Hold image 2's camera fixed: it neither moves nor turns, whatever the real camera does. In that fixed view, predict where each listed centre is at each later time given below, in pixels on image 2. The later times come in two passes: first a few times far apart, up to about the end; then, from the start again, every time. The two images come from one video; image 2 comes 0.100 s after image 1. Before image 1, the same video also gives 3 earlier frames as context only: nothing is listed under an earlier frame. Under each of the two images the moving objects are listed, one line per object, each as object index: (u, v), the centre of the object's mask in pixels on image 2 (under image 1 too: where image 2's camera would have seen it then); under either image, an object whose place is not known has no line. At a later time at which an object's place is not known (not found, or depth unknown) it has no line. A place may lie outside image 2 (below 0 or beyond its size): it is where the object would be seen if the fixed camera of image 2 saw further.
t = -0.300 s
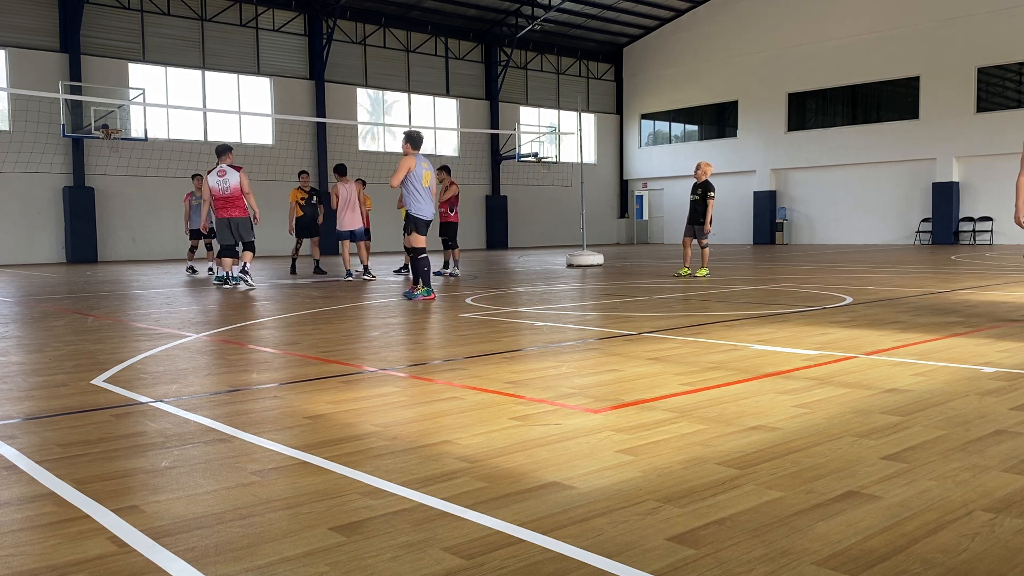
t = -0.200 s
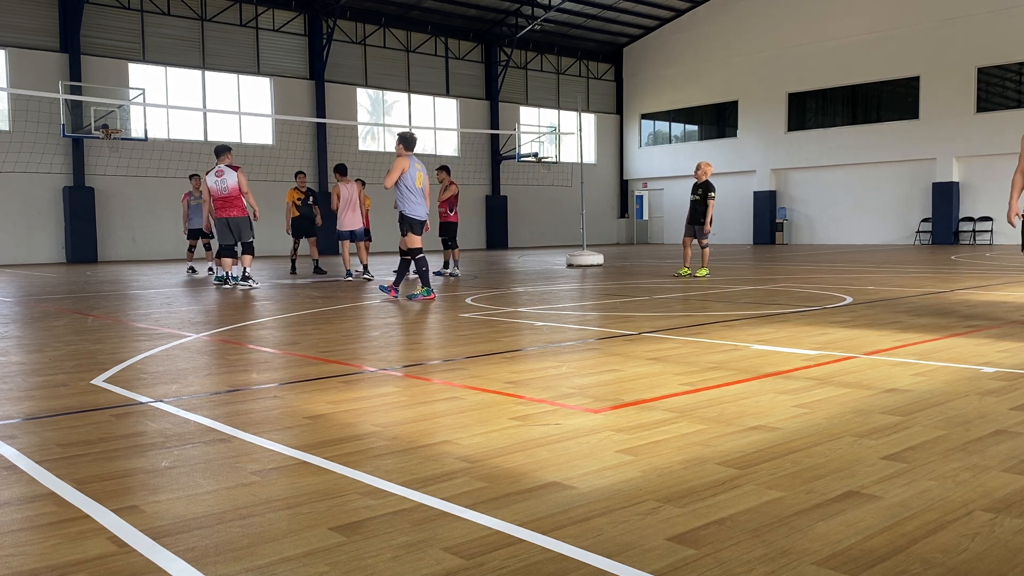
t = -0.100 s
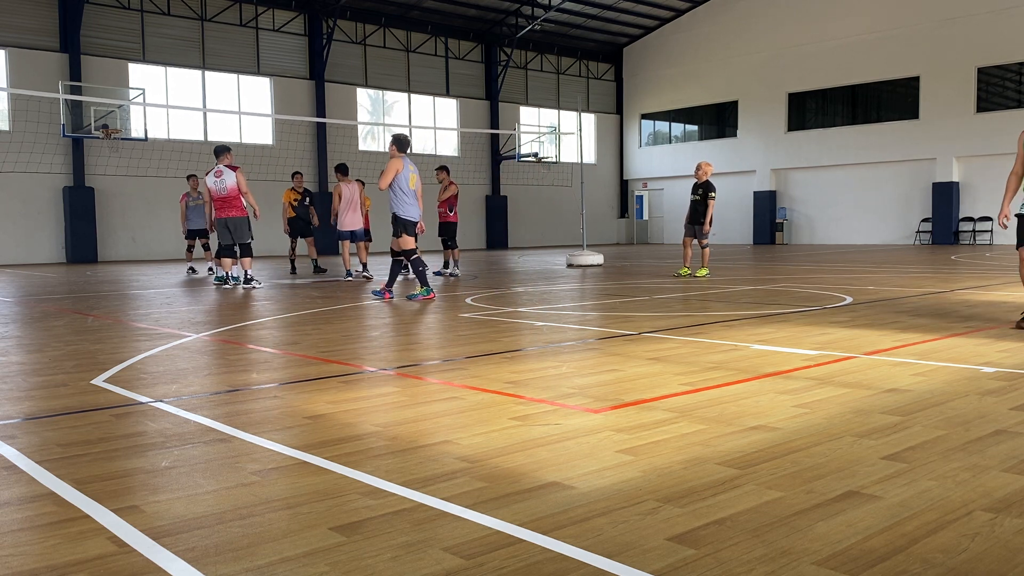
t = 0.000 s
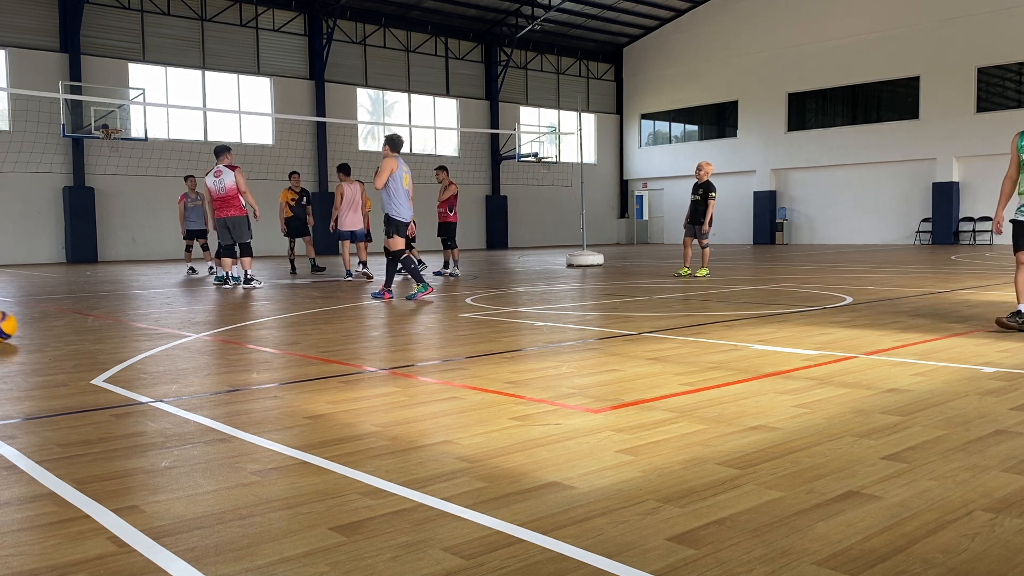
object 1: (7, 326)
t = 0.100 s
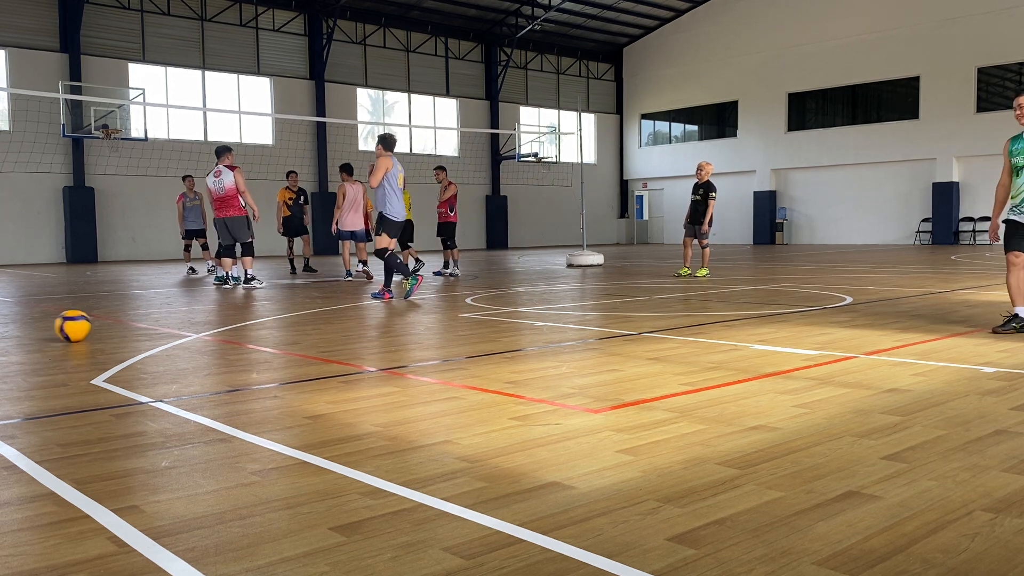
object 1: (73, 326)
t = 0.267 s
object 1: (197, 325)
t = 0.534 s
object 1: (395, 324)
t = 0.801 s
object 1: (591, 321)
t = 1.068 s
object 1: (788, 321)
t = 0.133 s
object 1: (98, 325)
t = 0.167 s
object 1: (122, 326)
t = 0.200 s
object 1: (148, 326)
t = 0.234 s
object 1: (172, 326)
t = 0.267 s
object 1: (197, 325)
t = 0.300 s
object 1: (222, 325)
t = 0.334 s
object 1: (247, 325)
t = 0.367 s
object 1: (272, 325)
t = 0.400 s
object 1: (297, 324)
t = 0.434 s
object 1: (322, 325)
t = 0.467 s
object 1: (347, 324)
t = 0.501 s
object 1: (371, 323)
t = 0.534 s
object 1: (395, 324)
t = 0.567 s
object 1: (420, 322)
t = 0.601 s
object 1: (445, 323)
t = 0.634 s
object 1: (469, 323)
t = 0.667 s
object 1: (493, 323)
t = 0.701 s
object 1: (518, 323)
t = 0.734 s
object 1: (542, 322)
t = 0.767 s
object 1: (567, 323)
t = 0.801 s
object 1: (591, 321)
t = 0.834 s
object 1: (615, 321)
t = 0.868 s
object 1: (640, 322)
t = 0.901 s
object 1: (664, 320)
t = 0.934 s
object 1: (690, 320)
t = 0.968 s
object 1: (713, 321)
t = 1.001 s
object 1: (739, 320)
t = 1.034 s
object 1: (764, 320)
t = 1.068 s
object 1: (788, 321)
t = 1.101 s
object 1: (813, 320)
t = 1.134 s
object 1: (838, 320)
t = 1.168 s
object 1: (863, 321)
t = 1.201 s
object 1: (888, 319)
